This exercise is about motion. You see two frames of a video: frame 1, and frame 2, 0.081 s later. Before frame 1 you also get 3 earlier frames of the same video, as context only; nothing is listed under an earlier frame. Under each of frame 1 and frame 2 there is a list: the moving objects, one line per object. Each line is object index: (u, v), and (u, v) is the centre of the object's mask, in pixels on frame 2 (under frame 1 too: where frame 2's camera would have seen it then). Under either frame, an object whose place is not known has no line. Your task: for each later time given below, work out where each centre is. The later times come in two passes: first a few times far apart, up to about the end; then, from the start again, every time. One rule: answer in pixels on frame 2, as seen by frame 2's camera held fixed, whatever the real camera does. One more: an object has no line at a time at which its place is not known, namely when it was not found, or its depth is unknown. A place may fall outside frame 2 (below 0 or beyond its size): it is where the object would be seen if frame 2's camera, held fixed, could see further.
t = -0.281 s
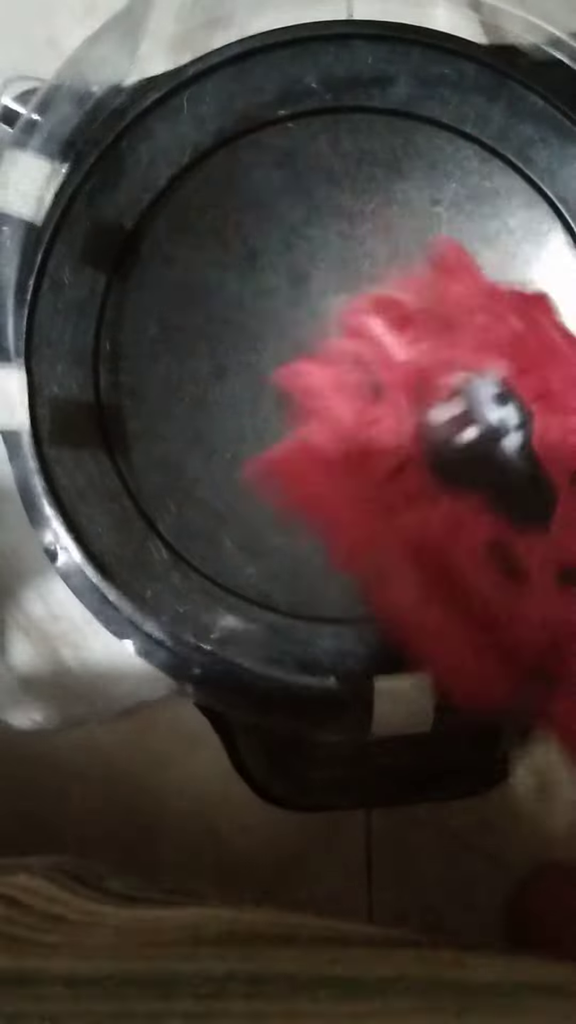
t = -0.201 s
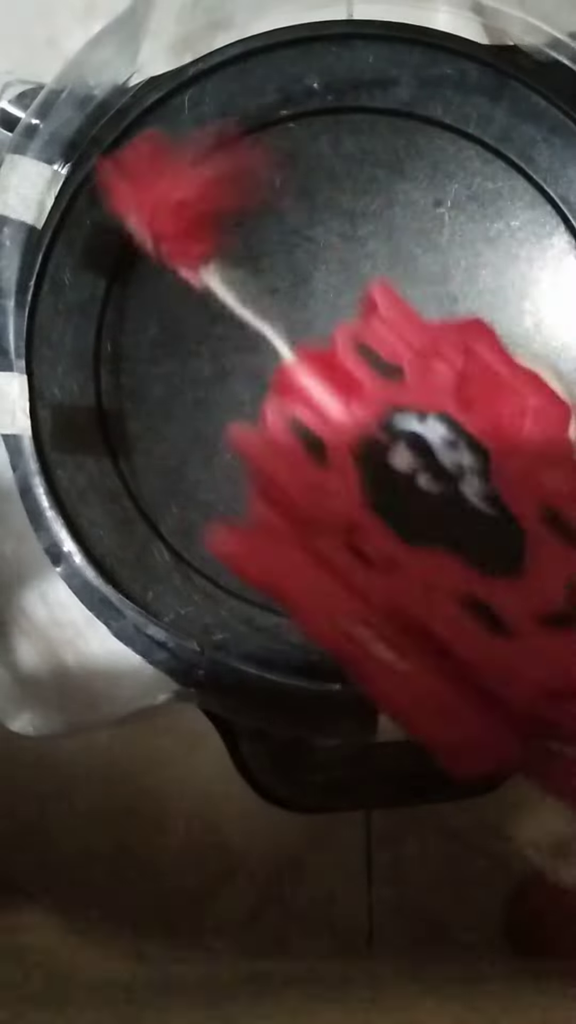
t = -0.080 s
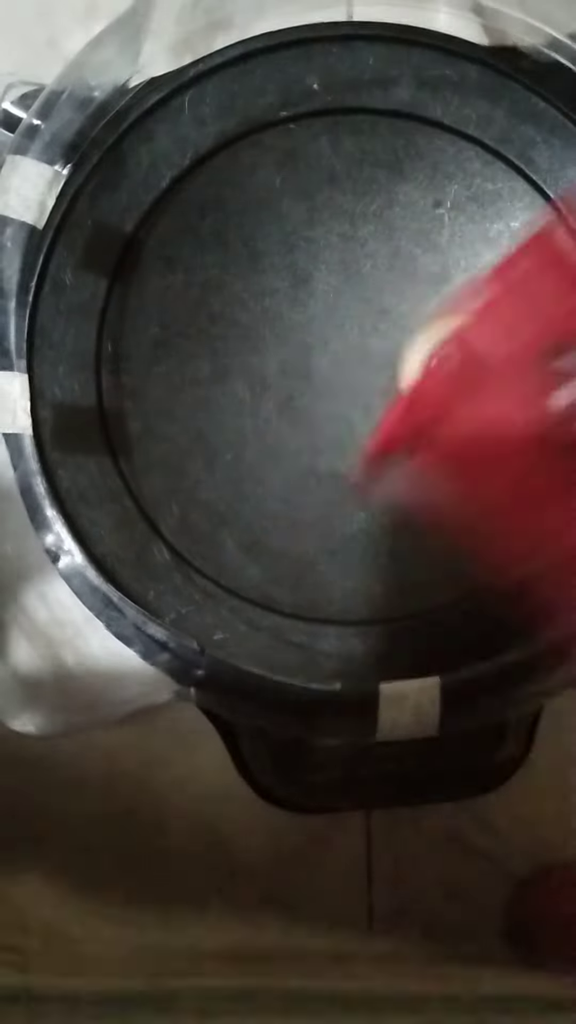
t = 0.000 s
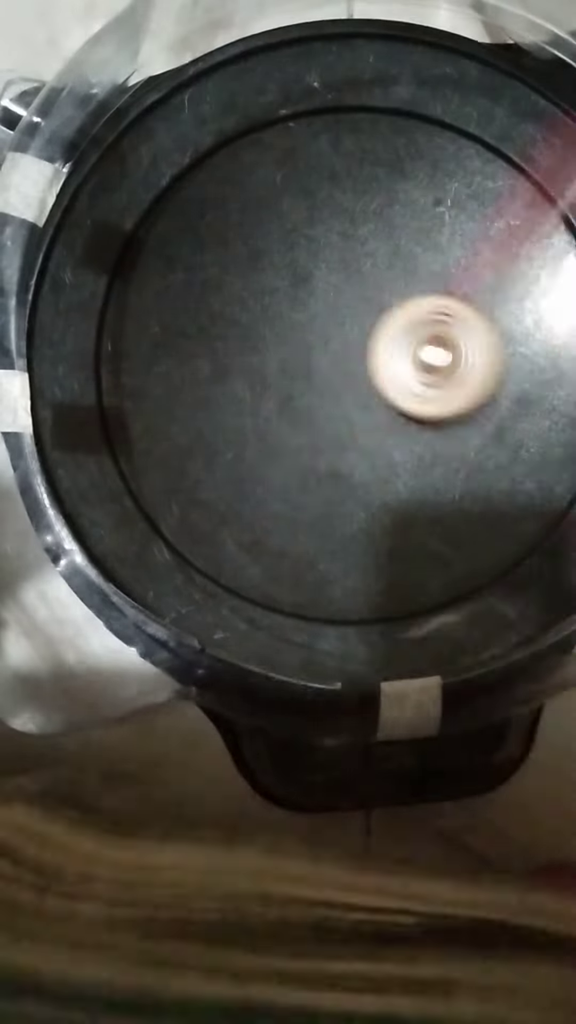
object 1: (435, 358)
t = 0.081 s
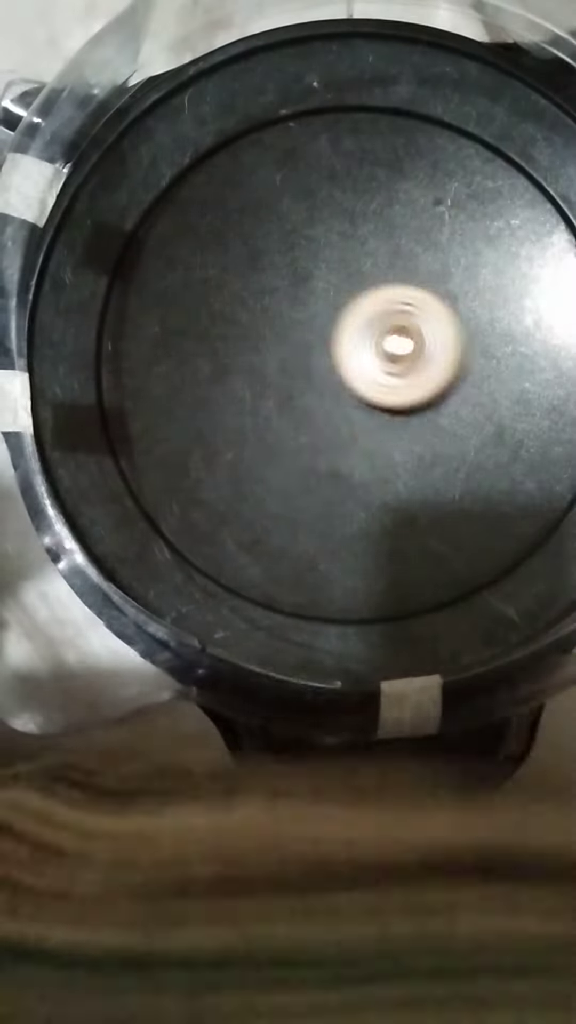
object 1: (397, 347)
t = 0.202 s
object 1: (356, 352)
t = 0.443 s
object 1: (344, 437)
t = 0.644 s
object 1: (400, 471)
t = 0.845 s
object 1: (446, 428)
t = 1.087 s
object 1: (388, 345)
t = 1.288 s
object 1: (289, 375)
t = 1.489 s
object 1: (269, 471)
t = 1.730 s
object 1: (380, 501)
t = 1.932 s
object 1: (431, 381)
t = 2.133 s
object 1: (336, 276)
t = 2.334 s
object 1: (201, 318)
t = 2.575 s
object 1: (248, 463)
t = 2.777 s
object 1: (382, 435)
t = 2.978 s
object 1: (430, 306)
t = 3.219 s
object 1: (299, 238)
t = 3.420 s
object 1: (237, 358)
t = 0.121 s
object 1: (381, 345)
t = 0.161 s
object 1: (367, 346)
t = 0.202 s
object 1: (356, 352)
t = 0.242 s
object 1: (346, 361)
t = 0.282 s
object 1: (338, 374)
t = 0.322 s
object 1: (335, 390)
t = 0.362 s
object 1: (335, 406)
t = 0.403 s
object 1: (338, 422)
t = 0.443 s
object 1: (344, 437)
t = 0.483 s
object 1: (352, 450)
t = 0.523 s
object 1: (362, 460)
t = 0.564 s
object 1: (374, 467)
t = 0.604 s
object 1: (387, 471)
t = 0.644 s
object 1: (400, 471)
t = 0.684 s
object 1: (413, 468)
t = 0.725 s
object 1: (425, 461)
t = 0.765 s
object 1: (434, 453)
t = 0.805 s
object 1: (441, 442)
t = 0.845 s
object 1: (446, 428)
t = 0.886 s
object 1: (449, 412)
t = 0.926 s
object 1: (448, 394)
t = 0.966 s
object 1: (440, 375)
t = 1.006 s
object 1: (427, 360)
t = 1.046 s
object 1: (408, 350)
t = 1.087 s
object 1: (388, 345)
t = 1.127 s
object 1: (367, 344)
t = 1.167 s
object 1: (346, 346)
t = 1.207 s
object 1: (327, 352)
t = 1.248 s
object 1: (306, 362)
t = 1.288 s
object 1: (289, 375)
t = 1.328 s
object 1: (276, 392)
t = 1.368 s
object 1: (266, 411)
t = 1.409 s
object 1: (261, 432)
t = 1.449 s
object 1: (262, 453)
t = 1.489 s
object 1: (269, 471)
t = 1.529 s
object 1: (282, 488)
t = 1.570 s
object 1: (297, 501)
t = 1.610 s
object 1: (315, 509)
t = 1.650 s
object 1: (336, 512)
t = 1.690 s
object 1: (358, 510)
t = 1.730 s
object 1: (380, 501)
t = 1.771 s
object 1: (399, 486)
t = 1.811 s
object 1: (416, 464)
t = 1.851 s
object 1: (427, 439)
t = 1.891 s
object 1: (432, 411)
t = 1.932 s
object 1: (431, 381)
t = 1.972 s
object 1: (424, 353)
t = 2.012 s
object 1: (410, 327)
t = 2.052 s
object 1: (389, 305)
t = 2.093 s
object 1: (364, 287)
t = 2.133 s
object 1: (336, 276)
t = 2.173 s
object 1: (305, 271)
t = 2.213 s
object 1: (275, 273)
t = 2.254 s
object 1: (245, 282)
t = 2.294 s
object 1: (220, 297)
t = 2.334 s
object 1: (201, 318)
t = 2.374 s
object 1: (190, 344)
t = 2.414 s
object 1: (186, 373)
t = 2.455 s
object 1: (191, 403)
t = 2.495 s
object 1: (205, 429)
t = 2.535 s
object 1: (225, 449)
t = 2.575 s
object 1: (248, 463)
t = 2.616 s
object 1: (274, 469)
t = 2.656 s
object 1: (301, 469)
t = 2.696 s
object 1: (330, 463)
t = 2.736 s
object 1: (357, 452)
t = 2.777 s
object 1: (382, 435)
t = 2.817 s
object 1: (404, 413)
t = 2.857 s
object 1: (420, 388)
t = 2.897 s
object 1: (430, 361)
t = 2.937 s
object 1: (434, 334)
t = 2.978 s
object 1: (430, 306)
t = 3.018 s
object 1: (420, 282)
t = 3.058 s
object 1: (403, 261)
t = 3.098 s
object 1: (382, 246)
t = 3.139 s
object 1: (356, 235)
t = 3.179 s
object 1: (328, 233)
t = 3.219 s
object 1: (299, 238)
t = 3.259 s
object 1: (273, 252)
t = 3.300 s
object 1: (251, 273)
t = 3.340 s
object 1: (238, 300)
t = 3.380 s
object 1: (233, 329)
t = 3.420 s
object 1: (237, 358)
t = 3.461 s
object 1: (249, 384)
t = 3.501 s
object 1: (267, 406)
